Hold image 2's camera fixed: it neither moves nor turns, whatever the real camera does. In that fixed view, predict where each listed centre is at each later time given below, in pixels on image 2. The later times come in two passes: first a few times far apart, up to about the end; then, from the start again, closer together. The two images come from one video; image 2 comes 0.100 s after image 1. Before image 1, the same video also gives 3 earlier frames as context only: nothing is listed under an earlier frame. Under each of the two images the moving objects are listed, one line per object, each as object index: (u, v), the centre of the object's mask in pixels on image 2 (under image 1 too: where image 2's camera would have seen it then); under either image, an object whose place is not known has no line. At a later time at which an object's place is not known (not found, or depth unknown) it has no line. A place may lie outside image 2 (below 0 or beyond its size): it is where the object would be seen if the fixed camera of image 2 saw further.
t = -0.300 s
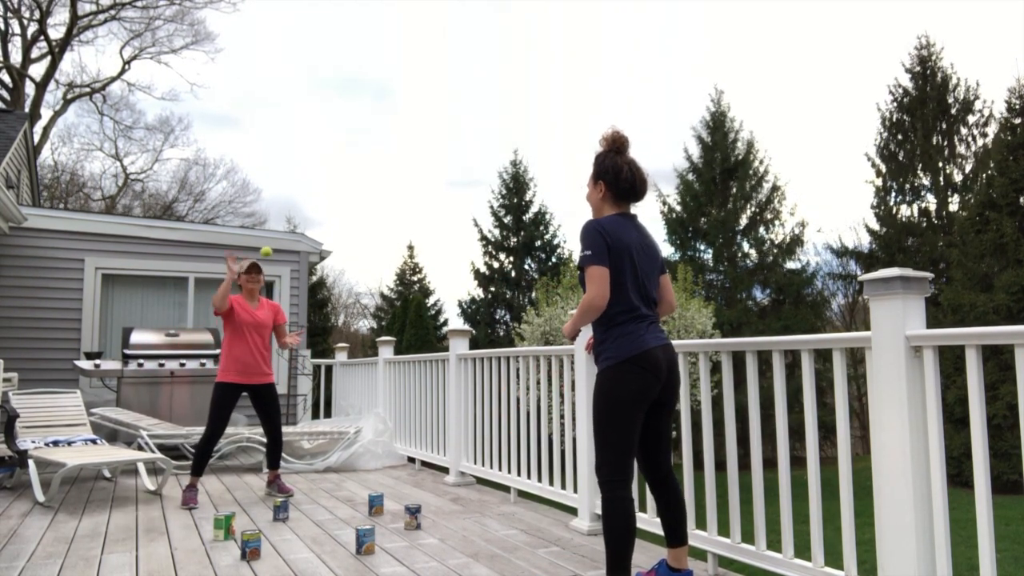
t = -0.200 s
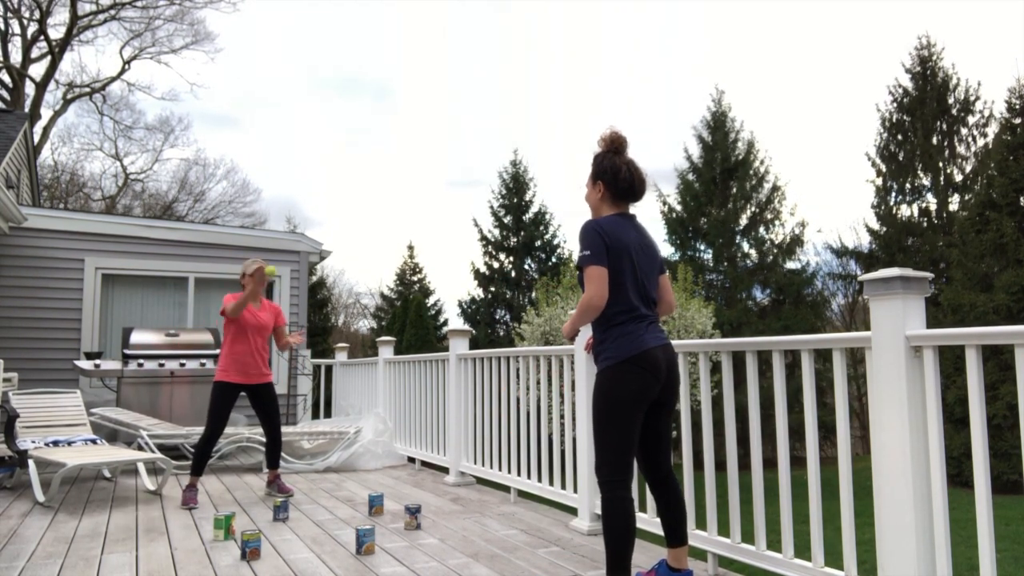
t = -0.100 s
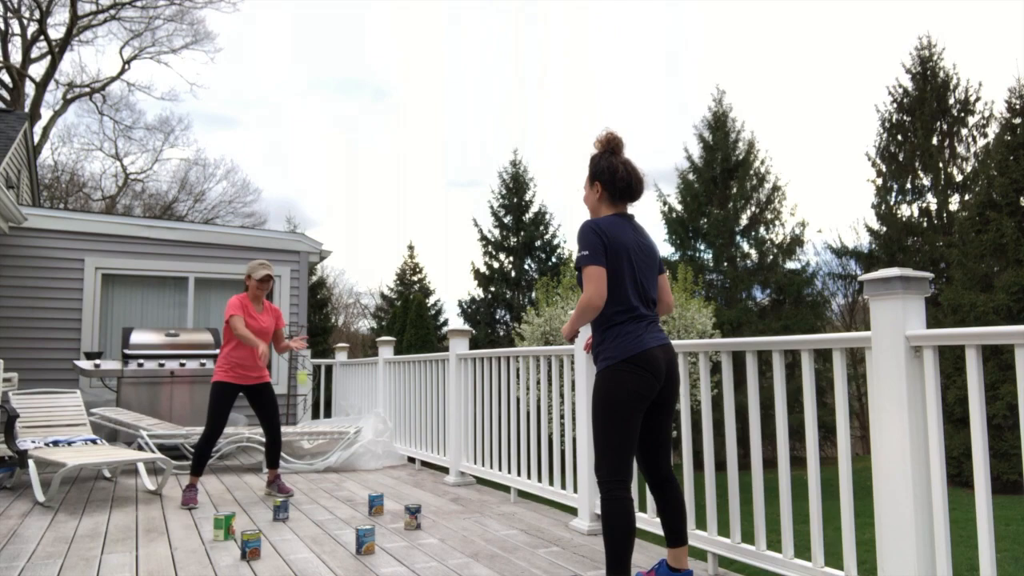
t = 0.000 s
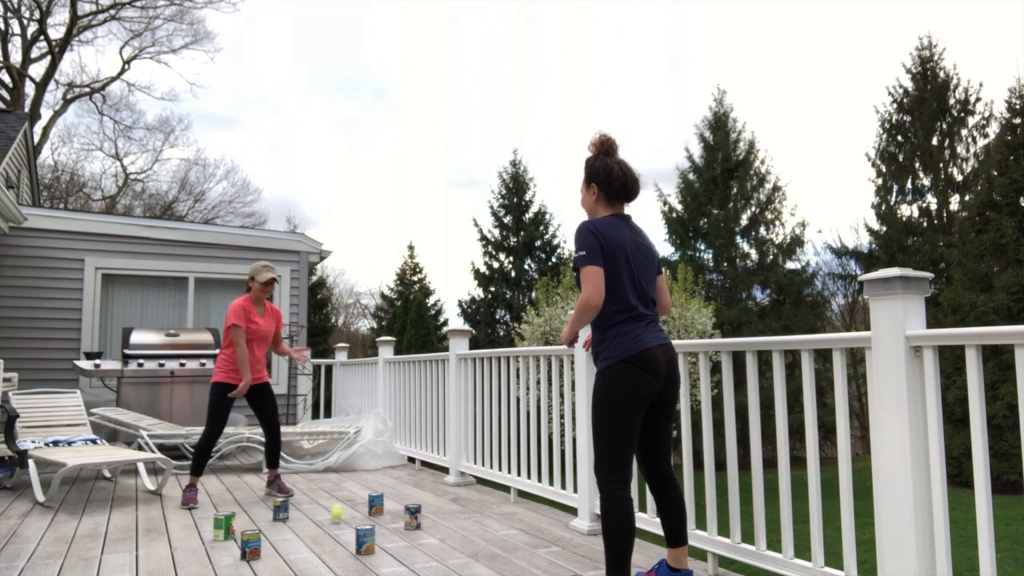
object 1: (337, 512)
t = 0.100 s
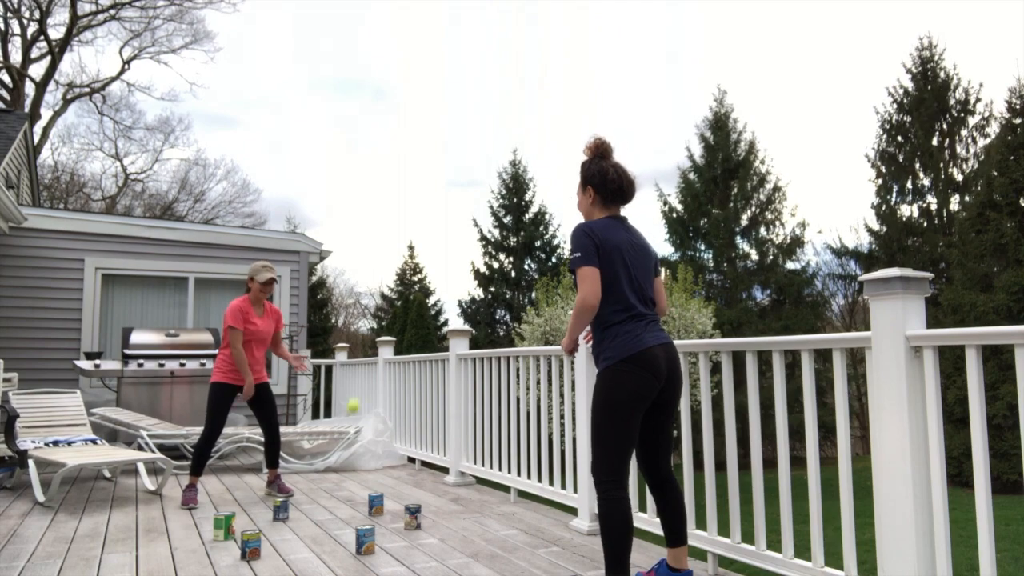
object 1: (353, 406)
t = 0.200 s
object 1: (370, 321)
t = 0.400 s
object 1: (402, 208)
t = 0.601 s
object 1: (437, 173)
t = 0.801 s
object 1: (476, 220)
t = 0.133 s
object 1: (358, 377)
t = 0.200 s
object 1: (370, 321)
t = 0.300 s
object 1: (386, 255)
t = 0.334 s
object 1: (391, 238)
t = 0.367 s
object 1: (397, 222)
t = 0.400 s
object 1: (402, 208)
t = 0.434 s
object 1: (408, 197)
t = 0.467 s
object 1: (414, 188)
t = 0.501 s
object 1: (419, 180)
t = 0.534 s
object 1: (425, 176)
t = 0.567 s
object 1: (431, 173)
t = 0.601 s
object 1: (437, 173)
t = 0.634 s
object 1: (444, 174)
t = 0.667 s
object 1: (450, 179)
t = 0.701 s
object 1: (456, 185)
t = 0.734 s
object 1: (462, 194)
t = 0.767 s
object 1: (469, 206)
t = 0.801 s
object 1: (476, 220)
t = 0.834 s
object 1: (483, 237)
